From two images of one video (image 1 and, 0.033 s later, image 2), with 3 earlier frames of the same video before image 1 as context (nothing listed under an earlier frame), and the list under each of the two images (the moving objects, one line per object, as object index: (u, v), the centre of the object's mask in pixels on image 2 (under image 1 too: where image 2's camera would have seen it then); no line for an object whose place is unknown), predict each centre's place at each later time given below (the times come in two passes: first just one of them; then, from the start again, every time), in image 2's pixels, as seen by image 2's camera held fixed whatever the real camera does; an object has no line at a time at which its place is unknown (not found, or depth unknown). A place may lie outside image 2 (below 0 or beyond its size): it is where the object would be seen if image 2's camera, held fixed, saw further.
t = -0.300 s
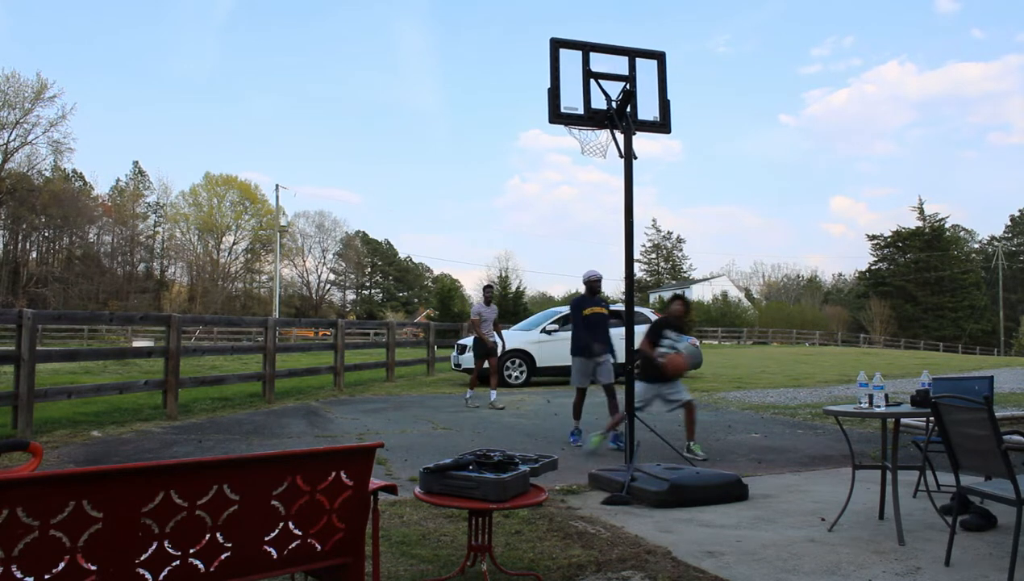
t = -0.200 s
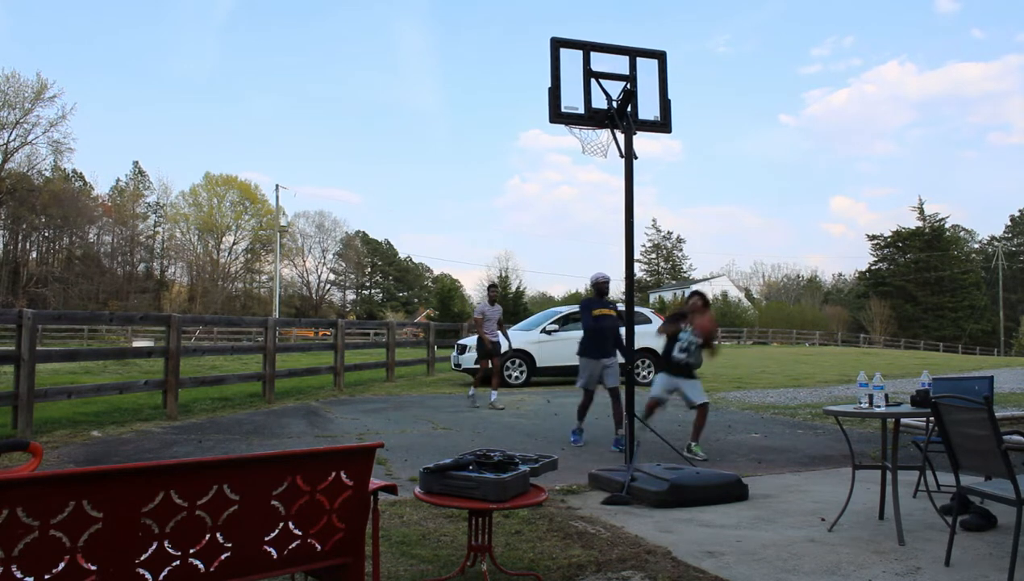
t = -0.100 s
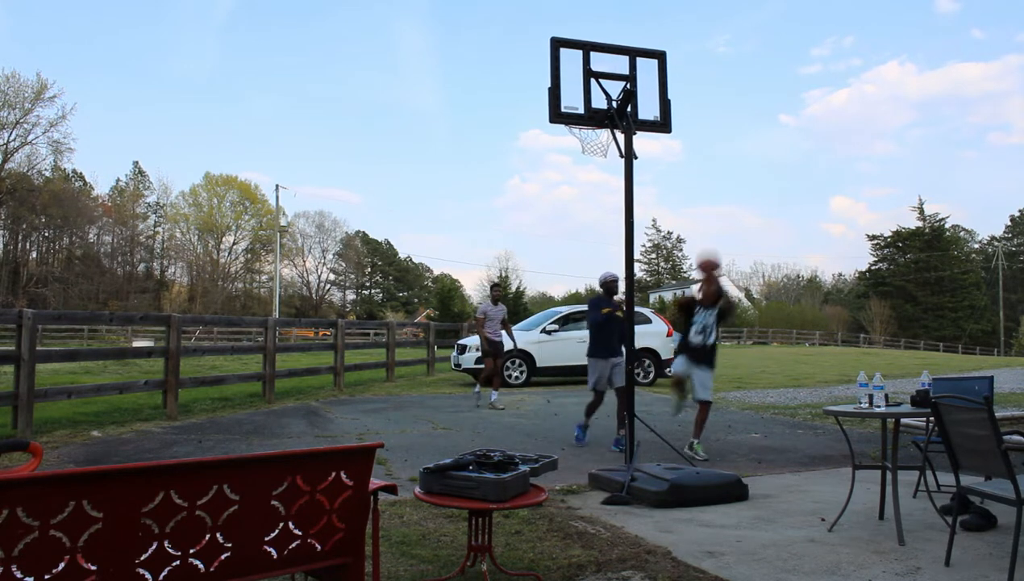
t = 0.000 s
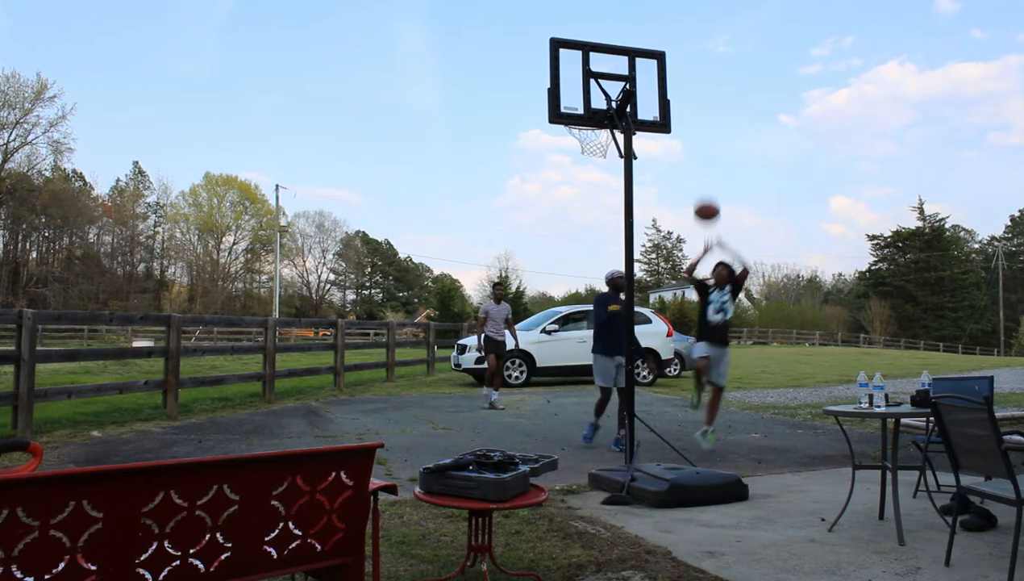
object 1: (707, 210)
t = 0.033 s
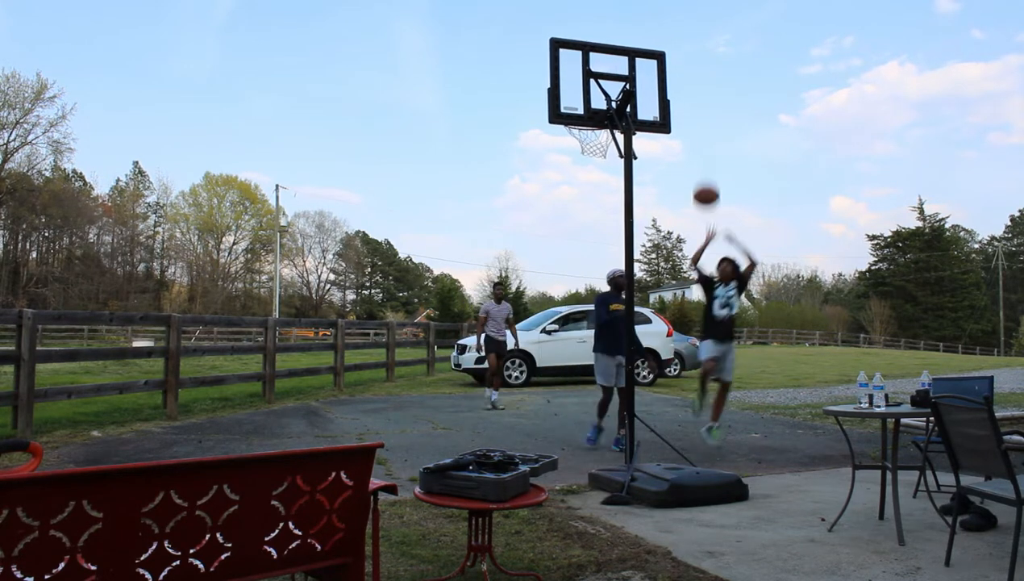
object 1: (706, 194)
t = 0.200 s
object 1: (703, 132)
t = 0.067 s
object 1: (705, 180)
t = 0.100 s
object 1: (705, 166)
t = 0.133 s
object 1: (704, 153)
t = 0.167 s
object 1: (704, 142)
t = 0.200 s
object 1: (703, 132)
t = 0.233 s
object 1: (703, 123)
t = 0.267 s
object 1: (702, 115)
